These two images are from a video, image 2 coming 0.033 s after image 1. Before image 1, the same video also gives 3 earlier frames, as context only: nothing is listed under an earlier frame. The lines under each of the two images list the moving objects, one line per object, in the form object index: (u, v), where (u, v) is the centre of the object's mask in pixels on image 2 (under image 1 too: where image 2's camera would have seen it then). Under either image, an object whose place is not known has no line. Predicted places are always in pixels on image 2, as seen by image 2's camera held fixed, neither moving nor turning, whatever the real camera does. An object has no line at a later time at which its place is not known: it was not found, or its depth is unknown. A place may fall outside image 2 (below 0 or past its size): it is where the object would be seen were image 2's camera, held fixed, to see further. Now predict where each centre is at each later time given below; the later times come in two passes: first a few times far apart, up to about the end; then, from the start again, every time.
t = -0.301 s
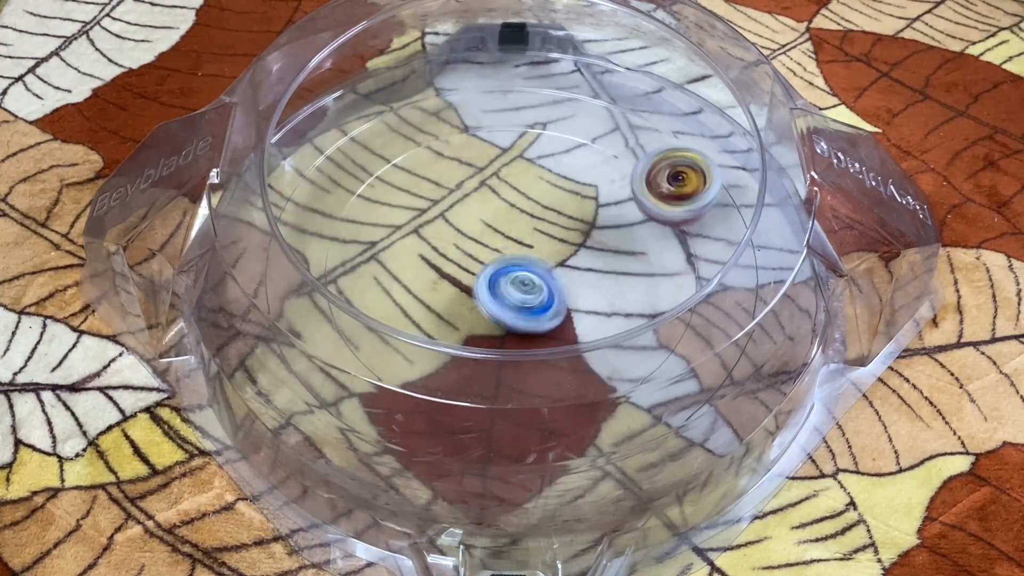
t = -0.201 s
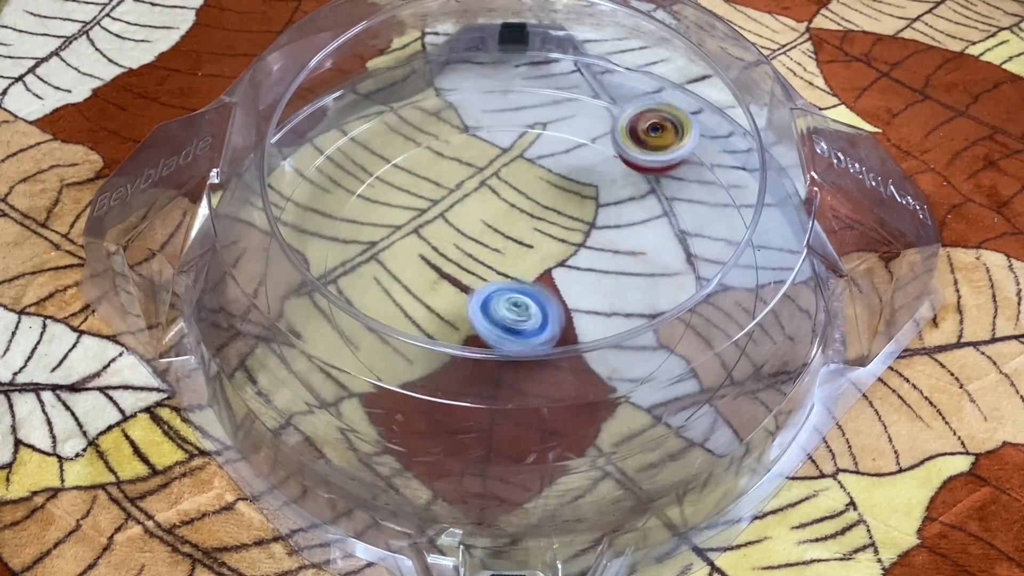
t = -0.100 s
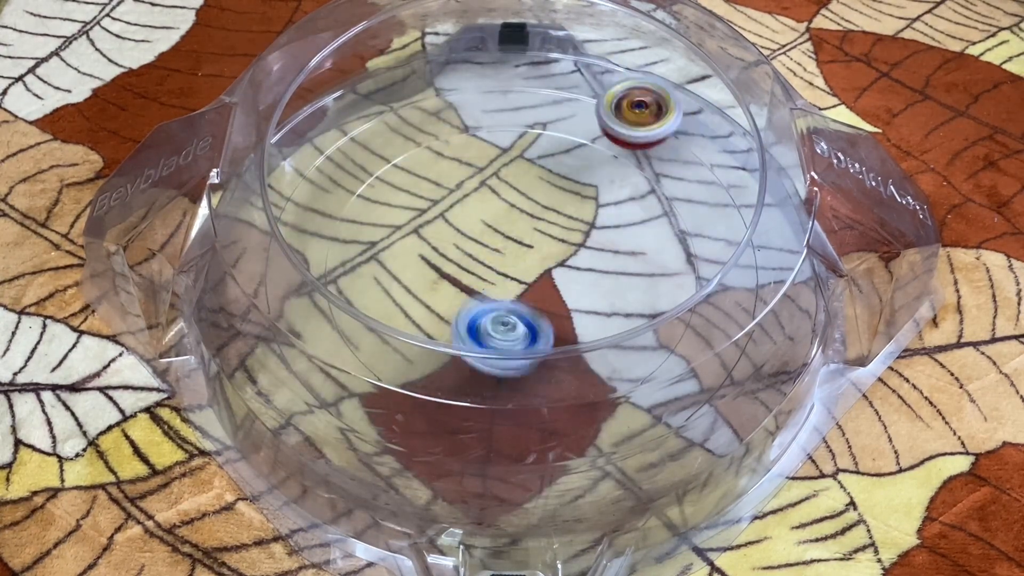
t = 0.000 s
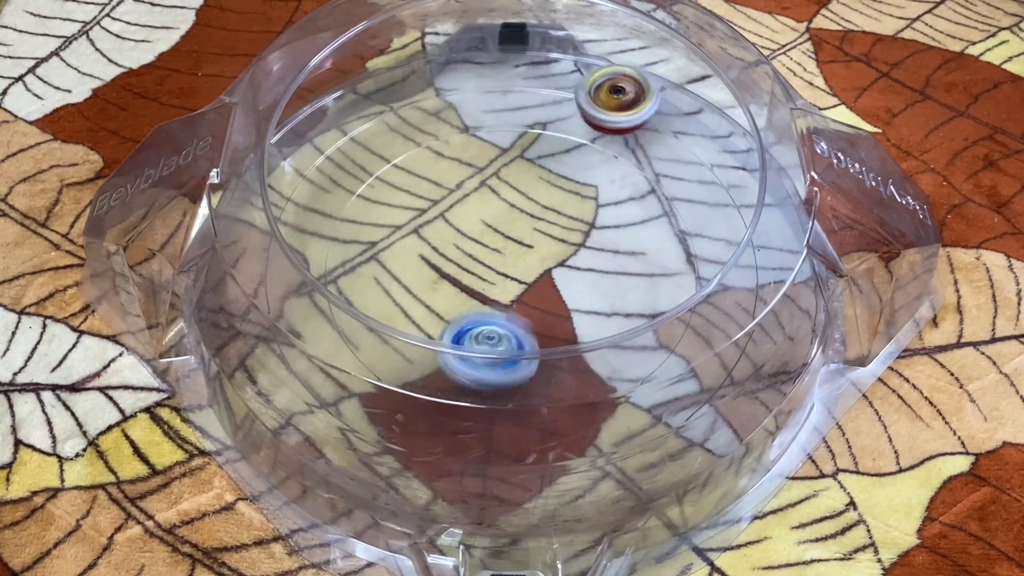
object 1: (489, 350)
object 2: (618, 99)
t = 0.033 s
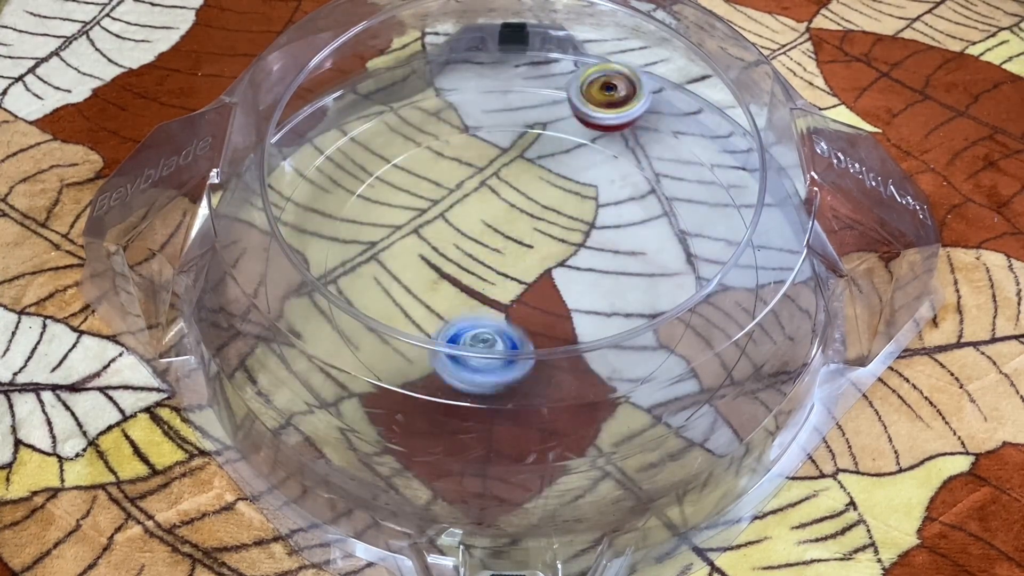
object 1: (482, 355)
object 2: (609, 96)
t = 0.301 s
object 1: (482, 305)
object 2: (528, 105)
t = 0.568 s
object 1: (559, 258)
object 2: (402, 250)
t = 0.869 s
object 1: (626, 268)
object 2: (597, 387)
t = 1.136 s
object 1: (536, 272)
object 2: (698, 365)
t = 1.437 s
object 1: (502, 204)
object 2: (660, 271)
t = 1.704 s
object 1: (455, 153)
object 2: (608, 207)
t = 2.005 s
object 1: (443, 175)
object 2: (535, 270)
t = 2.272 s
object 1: (457, 259)
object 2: (534, 325)
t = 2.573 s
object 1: (436, 299)
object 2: (574, 299)
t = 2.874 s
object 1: (478, 311)
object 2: (453, 229)
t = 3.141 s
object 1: (546, 310)
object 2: (433, 297)
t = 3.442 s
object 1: (681, 259)
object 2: (391, 312)
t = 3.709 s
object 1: (634, 241)
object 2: (459, 272)
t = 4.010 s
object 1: (597, 205)
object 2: (440, 196)
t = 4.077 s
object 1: (580, 203)
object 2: (433, 198)
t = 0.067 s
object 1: (477, 356)
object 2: (600, 94)
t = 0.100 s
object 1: (472, 355)
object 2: (590, 92)
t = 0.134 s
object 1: (467, 349)
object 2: (581, 91)
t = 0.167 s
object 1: (464, 342)
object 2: (570, 93)
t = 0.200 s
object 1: (463, 333)
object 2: (560, 95)
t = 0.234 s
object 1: (467, 325)
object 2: (550, 97)
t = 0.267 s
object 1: (474, 315)
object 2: (539, 101)
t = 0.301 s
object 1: (482, 305)
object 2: (528, 105)
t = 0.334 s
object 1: (489, 296)
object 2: (513, 114)
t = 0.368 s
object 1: (496, 286)
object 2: (496, 124)
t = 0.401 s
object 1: (507, 279)
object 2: (474, 137)
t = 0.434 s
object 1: (519, 273)
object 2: (451, 153)
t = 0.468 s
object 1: (531, 267)
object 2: (432, 173)
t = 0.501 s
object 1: (541, 262)
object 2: (416, 196)
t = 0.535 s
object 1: (550, 260)
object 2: (405, 223)
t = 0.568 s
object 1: (559, 258)
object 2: (402, 250)
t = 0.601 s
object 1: (569, 258)
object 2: (404, 276)
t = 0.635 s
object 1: (579, 257)
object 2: (415, 300)
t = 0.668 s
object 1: (589, 257)
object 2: (429, 323)
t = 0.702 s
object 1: (598, 256)
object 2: (449, 345)
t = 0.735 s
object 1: (605, 257)
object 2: (474, 362)
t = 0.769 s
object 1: (612, 259)
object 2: (503, 374)
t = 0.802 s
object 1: (618, 261)
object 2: (534, 382)
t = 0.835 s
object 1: (624, 264)
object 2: (566, 384)
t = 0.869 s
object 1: (626, 268)
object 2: (597, 387)
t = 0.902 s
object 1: (623, 273)
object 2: (622, 386)
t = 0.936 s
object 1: (616, 277)
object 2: (641, 385)
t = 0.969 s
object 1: (604, 279)
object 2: (656, 385)
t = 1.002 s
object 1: (591, 282)
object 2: (668, 384)
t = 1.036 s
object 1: (576, 283)
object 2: (679, 384)
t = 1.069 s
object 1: (561, 281)
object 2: (688, 381)
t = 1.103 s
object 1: (548, 278)
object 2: (696, 373)
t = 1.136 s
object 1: (536, 272)
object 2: (698, 365)
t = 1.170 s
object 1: (526, 265)
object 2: (699, 357)
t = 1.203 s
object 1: (518, 257)
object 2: (701, 350)
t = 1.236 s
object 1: (511, 249)
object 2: (701, 344)
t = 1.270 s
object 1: (506, 241)
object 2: (694, 331)
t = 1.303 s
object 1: (503, 233)
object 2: (689, 321)
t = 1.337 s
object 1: (500, 225)
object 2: (685, 312)
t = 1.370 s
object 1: (500, 219)
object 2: (679, 303)
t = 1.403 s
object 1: (500, 210)
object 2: (671, 288)
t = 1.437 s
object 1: (502, 204)
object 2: (660, 271)
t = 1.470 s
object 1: (505, 196)
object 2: (648, 253)
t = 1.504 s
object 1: (507, 189)
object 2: (630, 235)
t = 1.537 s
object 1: (510, 183)
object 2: (607, 219)
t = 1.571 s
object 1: (509, 177)
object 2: (589, 208)
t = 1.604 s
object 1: (491, 168)
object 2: (598, 209)
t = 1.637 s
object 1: (474, 160)
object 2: (609, 205)
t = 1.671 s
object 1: (463, 156)
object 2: (610, 205)
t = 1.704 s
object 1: (455, 153)
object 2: (608, 207)
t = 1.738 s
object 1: (451, 151)
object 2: (606, 208)
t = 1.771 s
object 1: (447, 149)
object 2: (601, 211)
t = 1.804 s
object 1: (444, 147)
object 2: (593, 215)
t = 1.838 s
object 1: (441, 146)
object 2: (582, 222)
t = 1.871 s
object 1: (440, 147)
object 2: (572, 230)
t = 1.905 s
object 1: (439, 150)
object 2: (561, 240)
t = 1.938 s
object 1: (441, 156)
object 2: (551, 249)
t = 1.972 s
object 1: (443, 165)
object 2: (543, 259)
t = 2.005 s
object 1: (443, 175)
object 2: (535, 270)
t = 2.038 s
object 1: (443, 185)
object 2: (529, 282)
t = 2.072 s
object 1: (445, 197)
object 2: (527, 292)
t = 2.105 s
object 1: (446, 208)
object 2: (526, 301)
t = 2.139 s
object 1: (447, 220)
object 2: (525, 310)
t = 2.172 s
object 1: (448, 229)
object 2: (528, 317)
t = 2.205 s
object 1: (451, 240)
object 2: (532, 321)
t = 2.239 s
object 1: (454, 250)
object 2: (533, 323)
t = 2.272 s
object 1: (457, 259)
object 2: (534, 325)
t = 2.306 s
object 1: (459, 269)
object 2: (538, 326)
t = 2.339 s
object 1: (460, 277)
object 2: (540, 333)
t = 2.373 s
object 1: (460, 284)
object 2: (539, 331)
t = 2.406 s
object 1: (458, 289)
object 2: (537, 324)
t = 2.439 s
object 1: (455, 293)
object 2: (540, 320)
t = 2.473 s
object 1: (446, 291)
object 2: (553, 318)
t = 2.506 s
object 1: (441, 292)
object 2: (563, 314)
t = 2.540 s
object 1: (440, 296)
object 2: (571, 306)
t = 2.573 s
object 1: (436, 299)
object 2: (574, 299)
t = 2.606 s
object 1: (434, 301)
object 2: (573, 287)
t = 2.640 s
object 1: (436, 303)
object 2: (571, 275)
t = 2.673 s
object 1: (440, 305)
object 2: (562, 262)
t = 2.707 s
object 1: (444, 308)
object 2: (550, 252)
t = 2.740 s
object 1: (446, 310)
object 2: (534, 240)
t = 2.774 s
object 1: (452, 309)
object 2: (515, 233)
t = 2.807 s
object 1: (460, 309)
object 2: (494, 227)
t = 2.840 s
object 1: (471, 310)
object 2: (473, 226)
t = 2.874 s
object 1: (478, 311)
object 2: (453, 229)
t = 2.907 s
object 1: (485, 310)
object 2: (435, 235)
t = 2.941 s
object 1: (495, 309)
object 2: (423, 242)
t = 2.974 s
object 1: (507, 308)
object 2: (414, 250)
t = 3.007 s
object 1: (515, 309)
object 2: (411, 261)
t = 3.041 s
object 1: (521, 309)
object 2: (411, 270)
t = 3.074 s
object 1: (528, 308)
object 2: (413, 279)
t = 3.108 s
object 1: (539, 309)
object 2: (421, 290)
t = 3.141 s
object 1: (546, 310)
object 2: (433, 297)
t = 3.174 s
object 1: (550, 311)
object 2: (447, 302)
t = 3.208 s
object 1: (569, 307)
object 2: (448, 305)
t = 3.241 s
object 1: (608, 298)
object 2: (428, 305)
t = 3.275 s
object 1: (632, 288)
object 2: (417, 304)
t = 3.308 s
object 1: (656, 280)
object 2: (409, 303)
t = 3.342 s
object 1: (665, 274)
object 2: (402, 303)
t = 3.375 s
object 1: (676, 266)
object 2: (394, 311)
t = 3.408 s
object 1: (680, 264)
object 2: (390, 312)
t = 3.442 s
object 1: (681, 259)
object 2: (391, 312)
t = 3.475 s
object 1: (683, 259)
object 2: (393, 310)
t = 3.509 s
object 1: (678, 257)
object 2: (399, 308)
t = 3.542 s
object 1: (677, 253)
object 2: (410, 300)
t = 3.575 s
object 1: (668, 251)
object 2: (416, 297)
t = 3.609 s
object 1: (664, 248)
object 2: (426, 293)
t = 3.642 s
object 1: (652, 248)
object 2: (435, 285)
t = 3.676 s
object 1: (646, 242)
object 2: (447, 280)
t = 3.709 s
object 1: (634, 241)
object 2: (459, 272)
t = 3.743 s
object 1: (625, 236)
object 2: (471, 264)
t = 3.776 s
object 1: (612, 235)
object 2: (481, 254)
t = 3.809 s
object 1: (601, 230)
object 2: (490, 242)
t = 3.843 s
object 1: (591, 230)
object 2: (496, 229)
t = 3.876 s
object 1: (604, 220)
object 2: (477, 218)
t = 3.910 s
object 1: (609, 214)
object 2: (464, 209)
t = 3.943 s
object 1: (609, 209)
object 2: (453, 202)
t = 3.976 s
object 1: (604, 205)
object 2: (446, 199)
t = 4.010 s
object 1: (597, 205)
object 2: (440, 196)
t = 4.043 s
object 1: (589, 201)
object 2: (435, 197)
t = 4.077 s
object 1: (580, 203)
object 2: (433, 198)
